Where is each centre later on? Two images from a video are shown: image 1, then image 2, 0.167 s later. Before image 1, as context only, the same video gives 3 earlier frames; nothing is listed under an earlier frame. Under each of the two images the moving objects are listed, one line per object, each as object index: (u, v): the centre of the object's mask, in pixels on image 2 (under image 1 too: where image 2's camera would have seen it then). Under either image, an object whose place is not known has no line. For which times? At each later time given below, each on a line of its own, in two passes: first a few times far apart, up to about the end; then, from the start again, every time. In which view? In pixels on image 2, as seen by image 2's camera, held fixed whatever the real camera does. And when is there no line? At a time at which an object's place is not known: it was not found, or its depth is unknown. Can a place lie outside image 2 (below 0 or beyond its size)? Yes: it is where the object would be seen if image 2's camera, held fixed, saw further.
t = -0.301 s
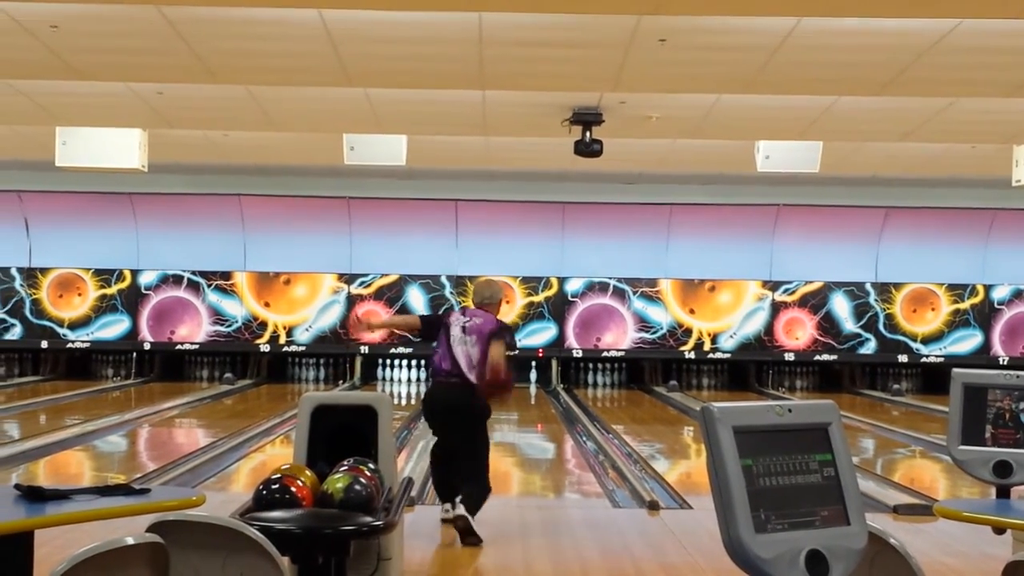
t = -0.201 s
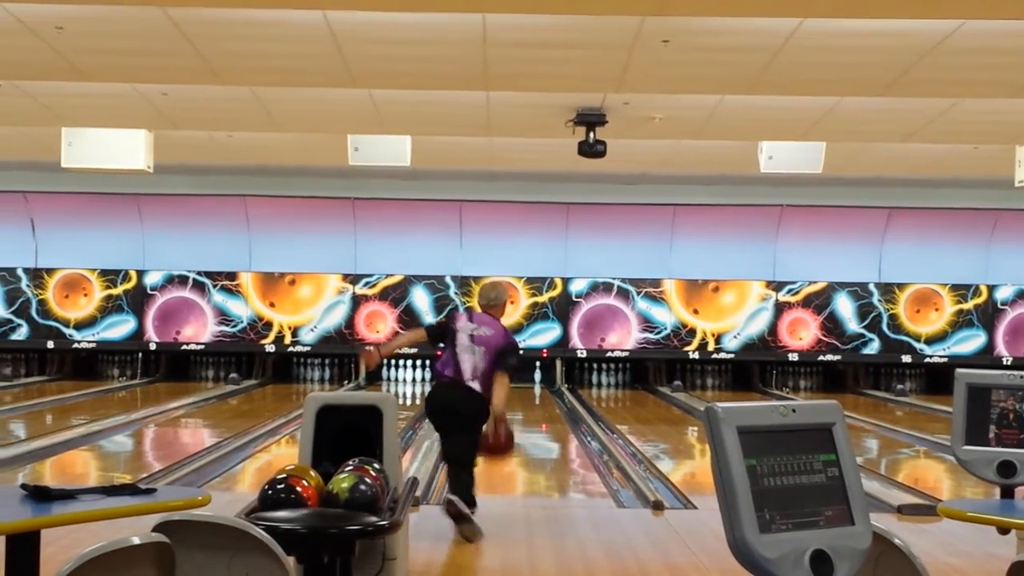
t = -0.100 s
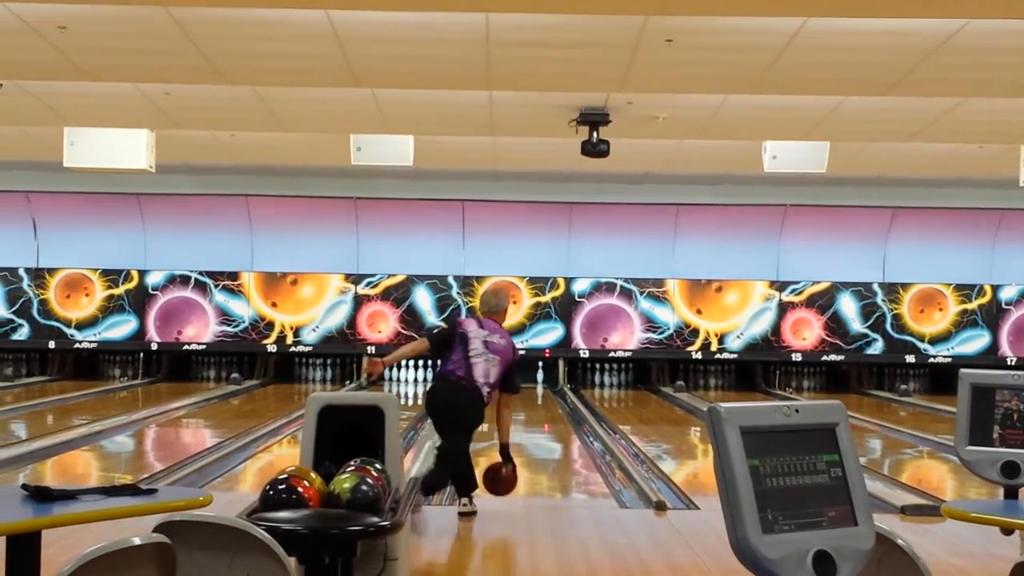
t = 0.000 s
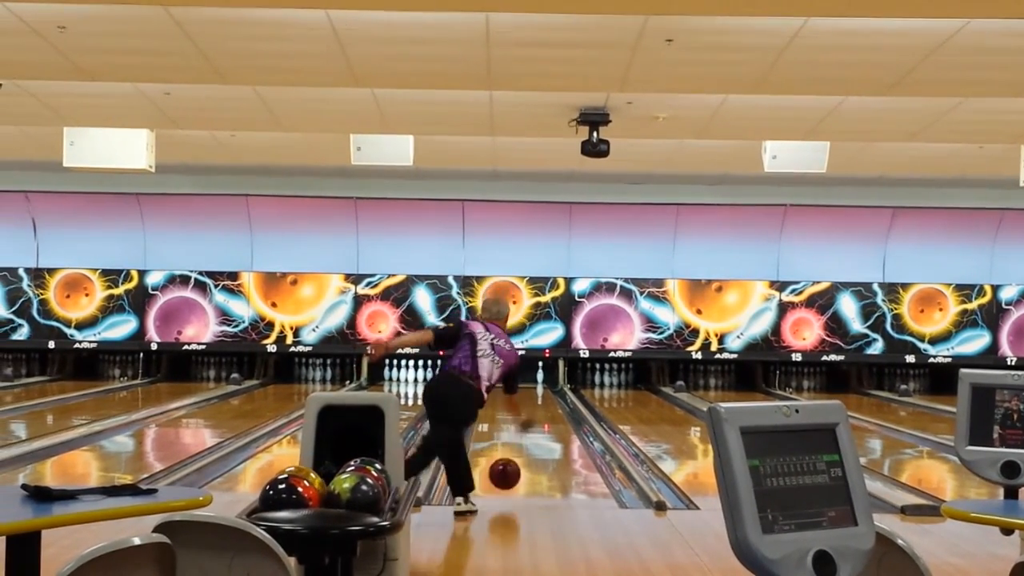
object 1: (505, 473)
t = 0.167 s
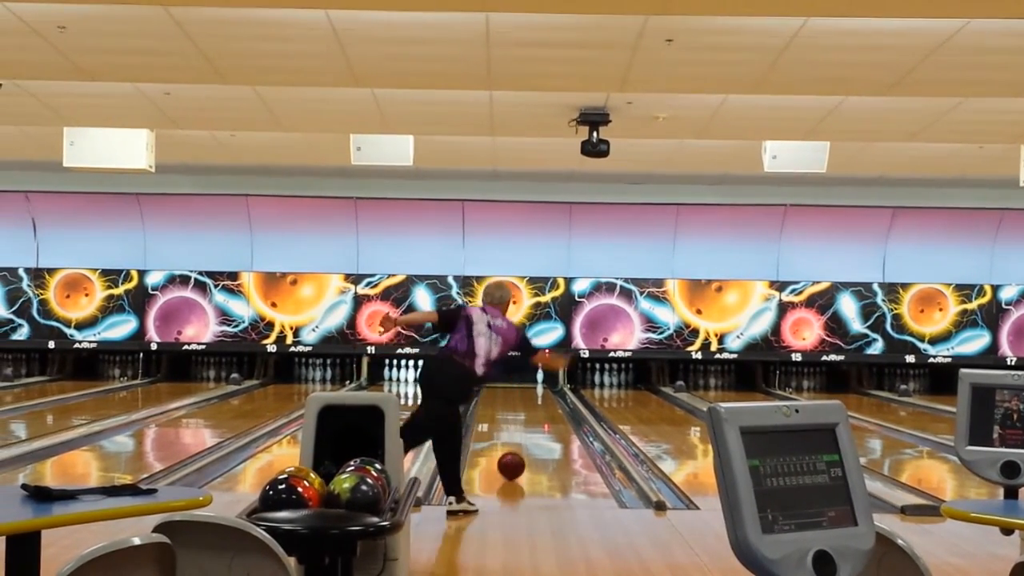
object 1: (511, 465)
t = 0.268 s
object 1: (515, 455)
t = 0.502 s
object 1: (521, 436)
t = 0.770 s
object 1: (527, 420)
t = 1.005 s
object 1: (530, 410)
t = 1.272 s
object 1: (533, 399)
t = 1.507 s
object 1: (535, 392)
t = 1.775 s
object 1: (536, 385)
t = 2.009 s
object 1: (537, 380)
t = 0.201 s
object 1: (512, 462)
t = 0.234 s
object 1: (513, 458)
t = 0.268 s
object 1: (515, 455)
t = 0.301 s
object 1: (515, 452)
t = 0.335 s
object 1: (516, 449)
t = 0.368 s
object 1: (517, 446)
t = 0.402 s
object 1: (518, 444)
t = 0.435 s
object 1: (519, 441)
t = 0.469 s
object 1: (520, 439)
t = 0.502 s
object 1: (521, 436)
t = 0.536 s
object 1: (522, 434)
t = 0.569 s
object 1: (522, 431)
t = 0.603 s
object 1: (523, 429)
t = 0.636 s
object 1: (524, 427)
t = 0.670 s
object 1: (525, 425)
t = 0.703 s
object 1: (525, 424)
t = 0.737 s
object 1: (526, 422)
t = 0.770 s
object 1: (527, 420)
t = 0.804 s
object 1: (527, 419)
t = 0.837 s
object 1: (527, 418)
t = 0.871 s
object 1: (528, 415)
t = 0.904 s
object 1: (529, 414)
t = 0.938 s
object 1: (529, 413)
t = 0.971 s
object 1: (530, 412)
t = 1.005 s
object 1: (530, 410)
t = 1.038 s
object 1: (530, 409)
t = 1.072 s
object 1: (531, 407)
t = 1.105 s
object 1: (531, 406)
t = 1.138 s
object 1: (532, 404)
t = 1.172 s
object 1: (532, 403)
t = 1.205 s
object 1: (532, 402)
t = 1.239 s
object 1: (533, 401)
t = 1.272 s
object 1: (533, 399)
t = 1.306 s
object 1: (534, 399)
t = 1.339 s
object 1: (534, 398)
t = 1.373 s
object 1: (534, 397)
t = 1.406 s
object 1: (534, 395)
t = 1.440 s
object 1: (534, 394)
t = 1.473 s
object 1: (535, 393)
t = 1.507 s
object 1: (535, 392)
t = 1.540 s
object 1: (535, 391)
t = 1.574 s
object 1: (535, 390)
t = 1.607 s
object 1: (535, 389)
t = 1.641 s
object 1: (535, 389)
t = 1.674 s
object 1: (535, 388)
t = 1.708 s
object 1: (535, 388)
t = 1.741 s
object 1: (536, 386)
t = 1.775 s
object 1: (536, 385)
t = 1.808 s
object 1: (536, 385)
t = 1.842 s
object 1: (536, 384)
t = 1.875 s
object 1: (536, 383)
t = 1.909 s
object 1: (536, 382)
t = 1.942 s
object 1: (537, 382)
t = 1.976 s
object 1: (537, 381)
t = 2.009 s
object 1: (537, 380)
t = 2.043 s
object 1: (537, 380)
